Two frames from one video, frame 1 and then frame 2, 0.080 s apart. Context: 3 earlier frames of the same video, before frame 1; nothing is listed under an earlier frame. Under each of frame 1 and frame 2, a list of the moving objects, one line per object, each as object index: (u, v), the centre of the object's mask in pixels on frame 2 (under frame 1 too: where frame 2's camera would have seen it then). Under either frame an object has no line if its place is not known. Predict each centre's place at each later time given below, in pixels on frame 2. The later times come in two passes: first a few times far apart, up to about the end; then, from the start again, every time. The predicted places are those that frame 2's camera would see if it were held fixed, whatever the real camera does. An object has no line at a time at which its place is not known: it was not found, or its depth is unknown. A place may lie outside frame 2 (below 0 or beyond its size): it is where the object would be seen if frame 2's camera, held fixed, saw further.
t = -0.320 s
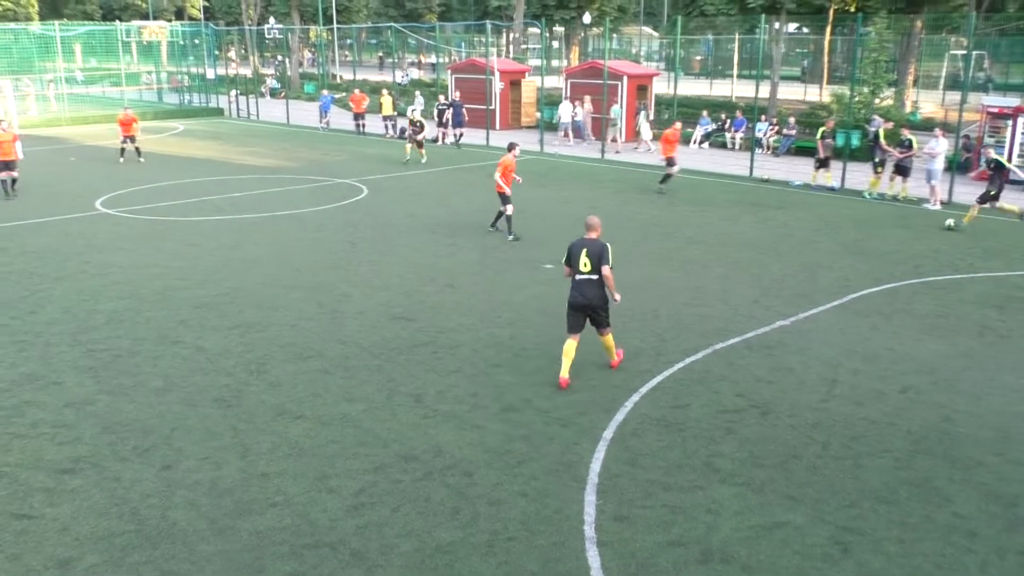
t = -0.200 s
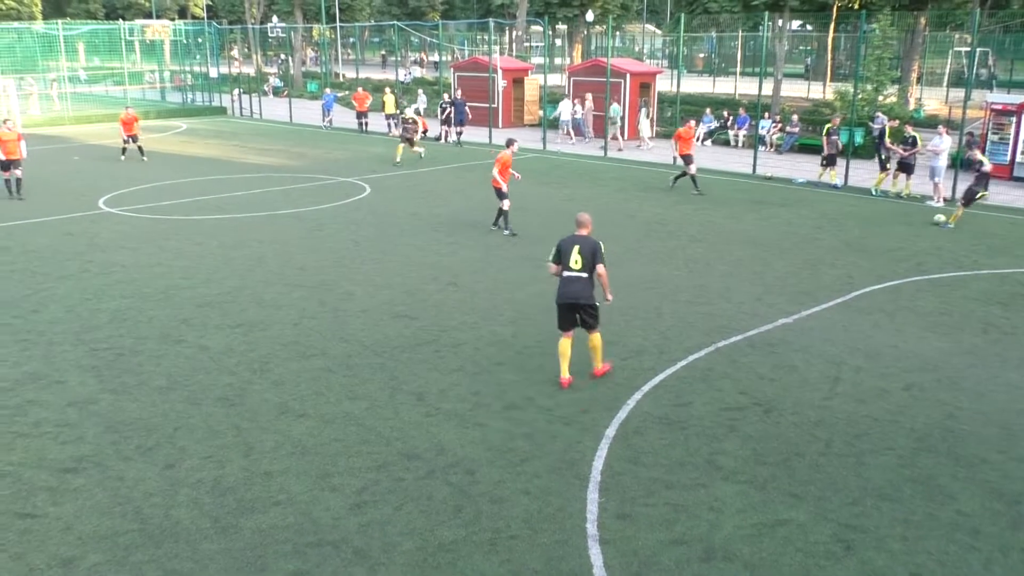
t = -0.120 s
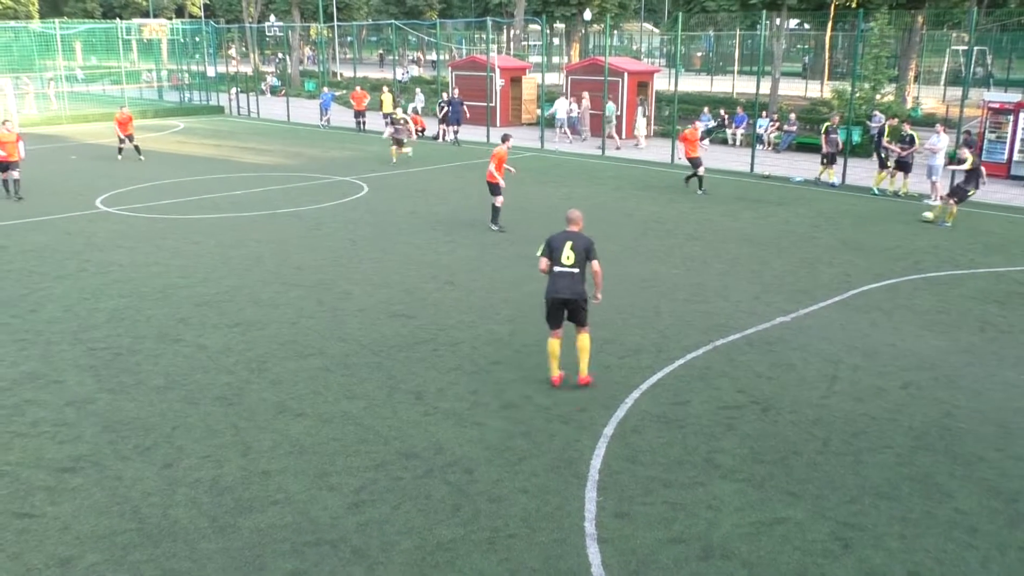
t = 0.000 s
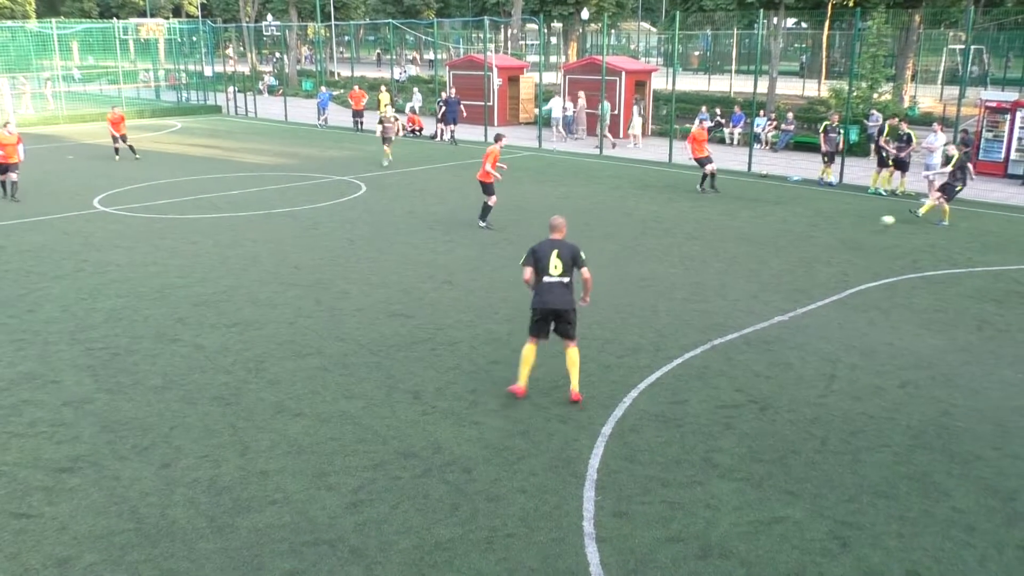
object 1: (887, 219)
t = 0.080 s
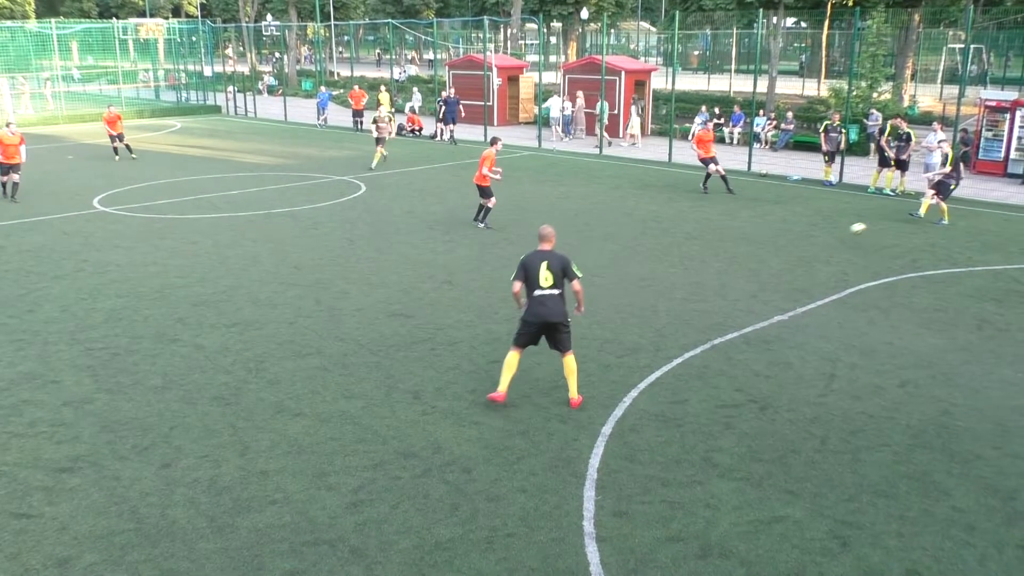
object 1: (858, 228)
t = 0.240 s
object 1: (793, 261)
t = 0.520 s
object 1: (668, 312)
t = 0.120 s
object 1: (843, 234)
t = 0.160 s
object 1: (827, 241)
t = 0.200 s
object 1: (811, 250)
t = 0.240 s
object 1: (793, 261)
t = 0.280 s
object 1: (775, 268)
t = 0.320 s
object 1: (759, 273)
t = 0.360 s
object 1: (742, 278)
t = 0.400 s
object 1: (725, 285)
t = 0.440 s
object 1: (705, 294)
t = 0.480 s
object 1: (686, 307)
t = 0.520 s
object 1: (668, 312)
